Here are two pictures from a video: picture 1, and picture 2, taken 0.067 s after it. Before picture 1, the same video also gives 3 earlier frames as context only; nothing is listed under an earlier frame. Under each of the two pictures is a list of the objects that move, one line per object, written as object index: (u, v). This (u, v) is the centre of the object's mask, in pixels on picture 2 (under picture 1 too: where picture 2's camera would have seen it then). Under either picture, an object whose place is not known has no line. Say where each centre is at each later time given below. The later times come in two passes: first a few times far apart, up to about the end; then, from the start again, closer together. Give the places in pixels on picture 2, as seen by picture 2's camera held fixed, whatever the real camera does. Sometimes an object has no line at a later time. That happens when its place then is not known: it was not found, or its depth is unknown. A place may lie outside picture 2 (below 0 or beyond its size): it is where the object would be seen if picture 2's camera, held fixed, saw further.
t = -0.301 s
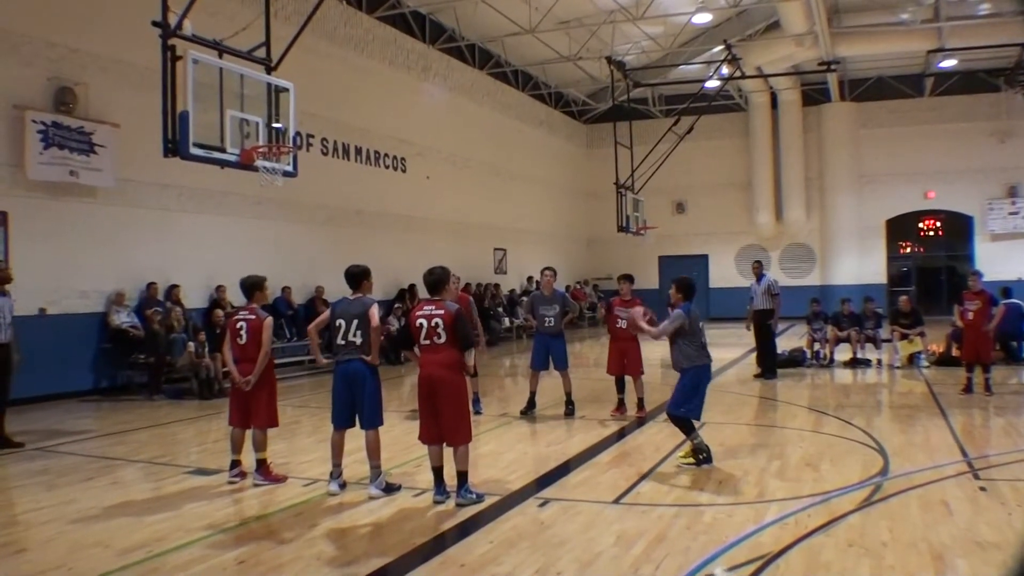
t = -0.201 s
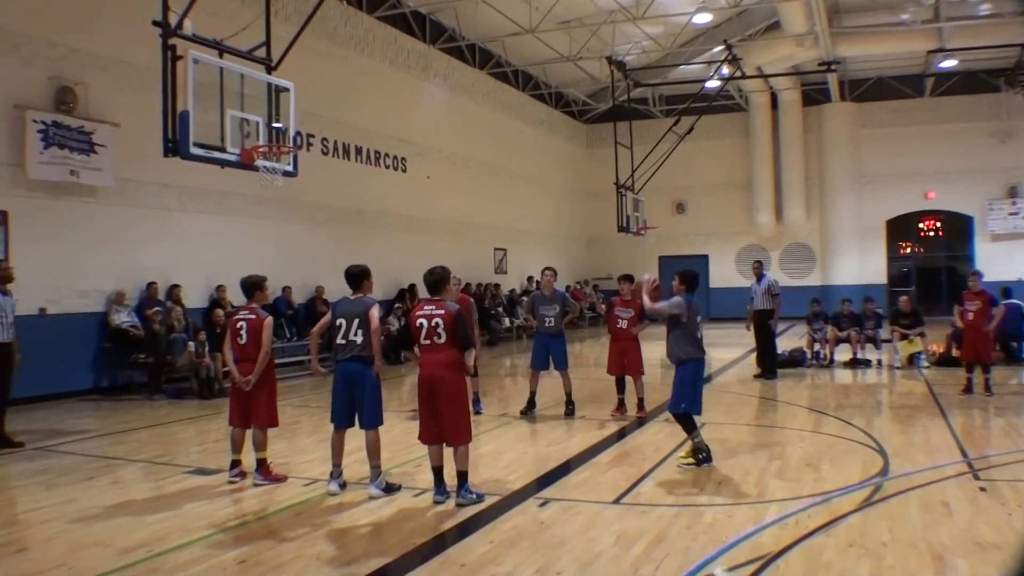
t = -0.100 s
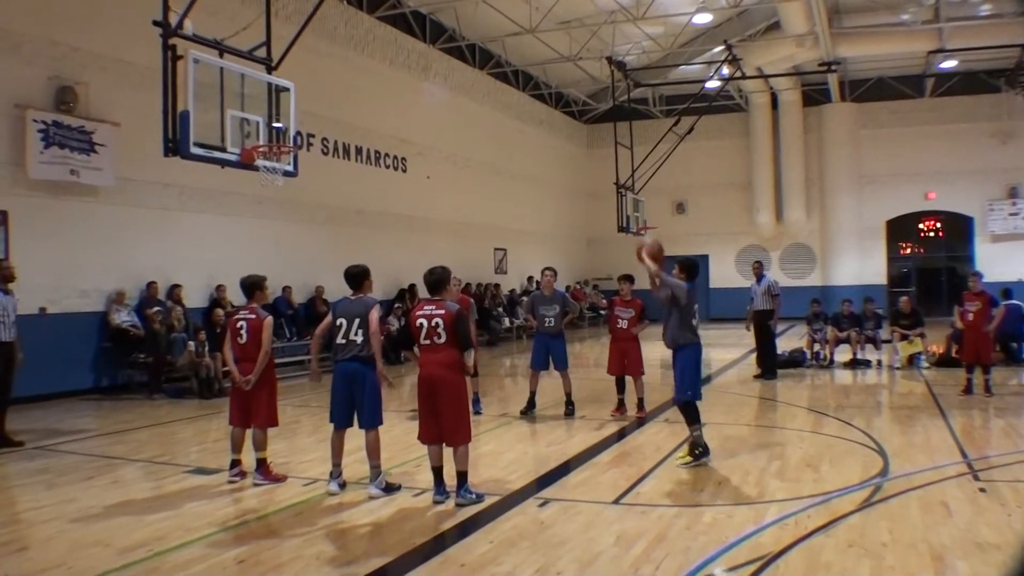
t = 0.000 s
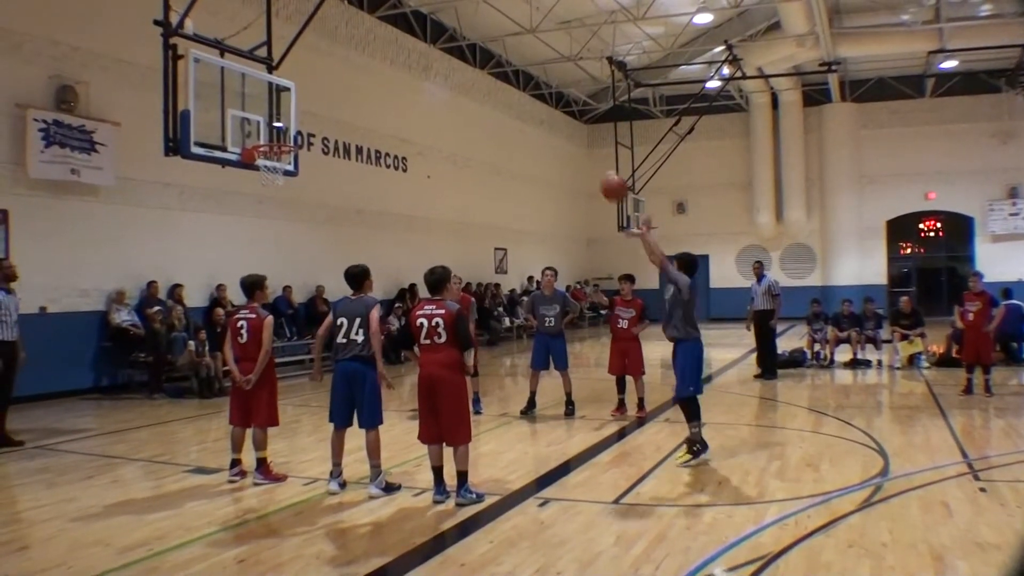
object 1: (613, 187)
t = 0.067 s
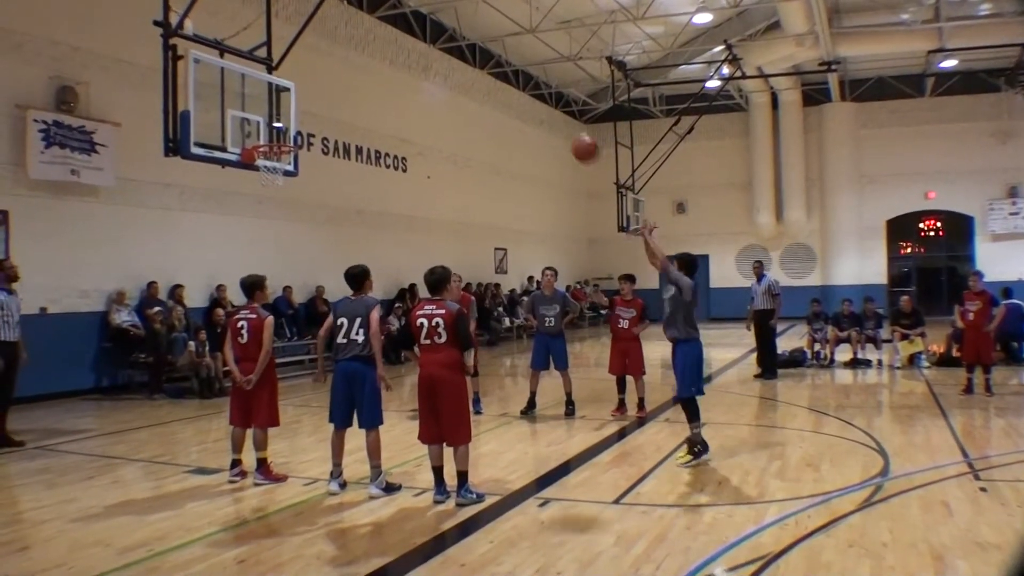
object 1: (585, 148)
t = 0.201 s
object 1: (532, 90)
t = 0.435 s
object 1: (445, 37)
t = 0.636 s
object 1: (378, 36)
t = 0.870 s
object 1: (308, 83)
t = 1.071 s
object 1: (274, 148)
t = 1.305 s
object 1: (261, 182)
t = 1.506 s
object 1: (270, 233)
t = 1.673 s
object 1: (279, 305)
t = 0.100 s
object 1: (571, 131)
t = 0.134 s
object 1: (557, 115)
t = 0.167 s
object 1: (544, 101)
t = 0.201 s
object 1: (532, 90)
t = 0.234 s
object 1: (518, 78)
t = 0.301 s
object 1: (492, 58)
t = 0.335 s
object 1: (481, 53)
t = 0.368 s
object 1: (469, 46)
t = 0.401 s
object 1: (457, 40)
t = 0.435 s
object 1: (445, 37)
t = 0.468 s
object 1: (434, 33)
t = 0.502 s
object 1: (423, 32)
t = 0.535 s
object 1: (411, 31)
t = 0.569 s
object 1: (400, 31)
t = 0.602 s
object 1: (389, 33)
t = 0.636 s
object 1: (378, 36)
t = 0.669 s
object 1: (367, 40)
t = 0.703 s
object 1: (357, 44)
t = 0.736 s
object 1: (347, 50)
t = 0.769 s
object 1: (337, 57)
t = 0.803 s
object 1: (327, 65)
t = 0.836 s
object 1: (317, 73)
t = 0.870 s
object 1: (308, 83)
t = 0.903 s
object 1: (299, 93)
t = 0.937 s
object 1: (289, 104)
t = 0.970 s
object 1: (280, 117)
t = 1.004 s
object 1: (272, 131)
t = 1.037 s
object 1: (263, 144)
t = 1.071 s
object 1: (274, 148)
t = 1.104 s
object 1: (284, 153)
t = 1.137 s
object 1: (278, 153)
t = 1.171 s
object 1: (270, 154)
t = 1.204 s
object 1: (257, 158)
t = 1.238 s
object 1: (258, 166)
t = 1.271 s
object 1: (259, 169)
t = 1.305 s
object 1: (261, 182)
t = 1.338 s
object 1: (263, 185)
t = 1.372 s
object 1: (264, 192)
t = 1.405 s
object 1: (265, 201)
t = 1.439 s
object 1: (267, 211)
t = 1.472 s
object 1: (268, 222)
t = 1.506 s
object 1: (270, 233)
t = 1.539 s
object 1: (272, 245)
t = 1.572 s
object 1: (273, 259)
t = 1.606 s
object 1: (275, 273)
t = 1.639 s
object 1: (277, 289)
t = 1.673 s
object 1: (279, 305)
